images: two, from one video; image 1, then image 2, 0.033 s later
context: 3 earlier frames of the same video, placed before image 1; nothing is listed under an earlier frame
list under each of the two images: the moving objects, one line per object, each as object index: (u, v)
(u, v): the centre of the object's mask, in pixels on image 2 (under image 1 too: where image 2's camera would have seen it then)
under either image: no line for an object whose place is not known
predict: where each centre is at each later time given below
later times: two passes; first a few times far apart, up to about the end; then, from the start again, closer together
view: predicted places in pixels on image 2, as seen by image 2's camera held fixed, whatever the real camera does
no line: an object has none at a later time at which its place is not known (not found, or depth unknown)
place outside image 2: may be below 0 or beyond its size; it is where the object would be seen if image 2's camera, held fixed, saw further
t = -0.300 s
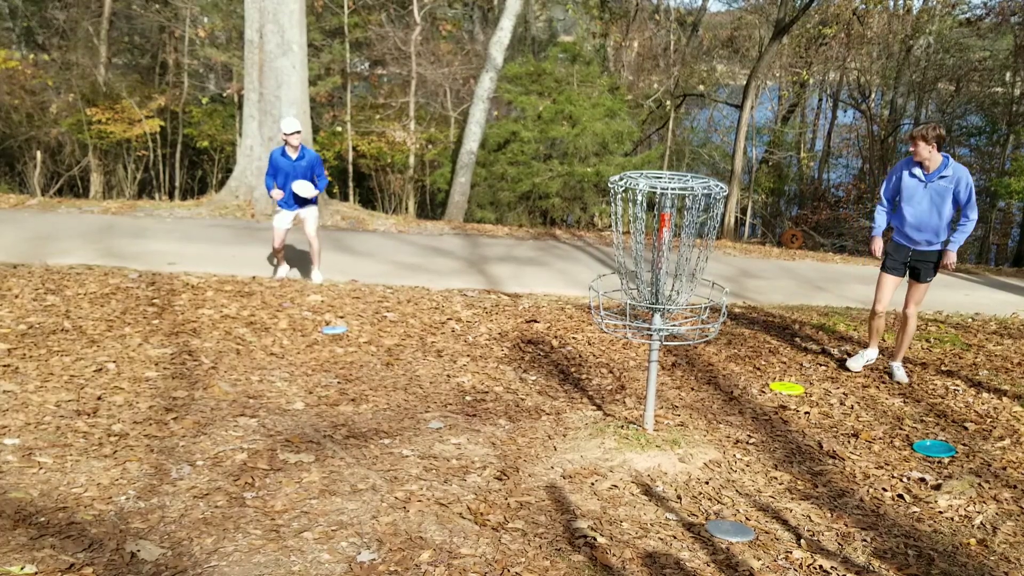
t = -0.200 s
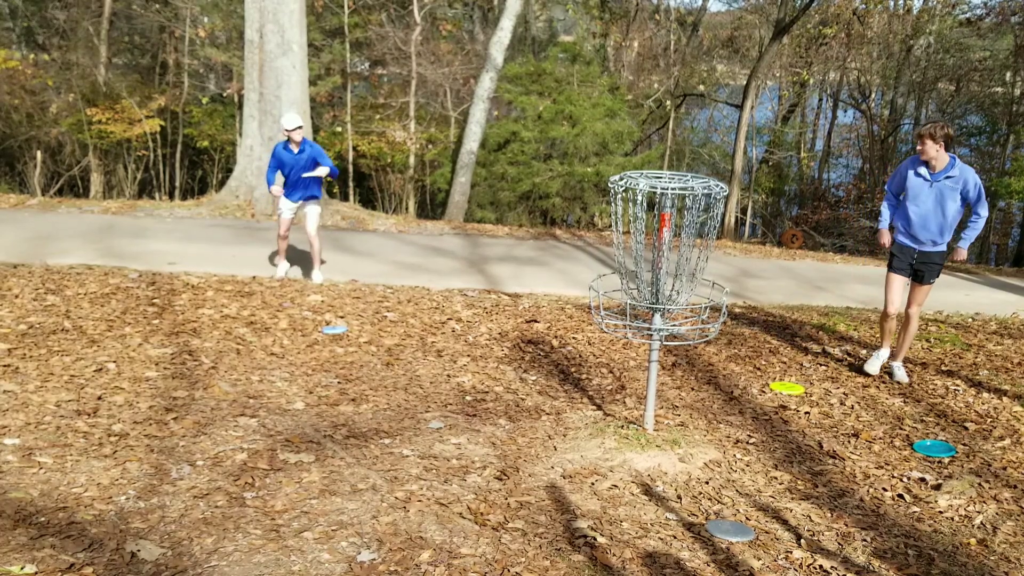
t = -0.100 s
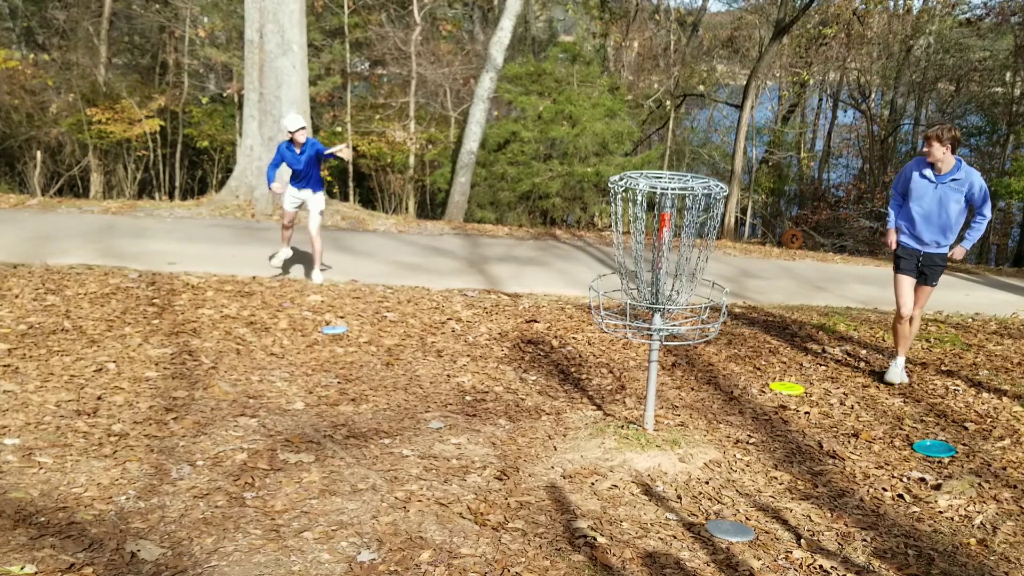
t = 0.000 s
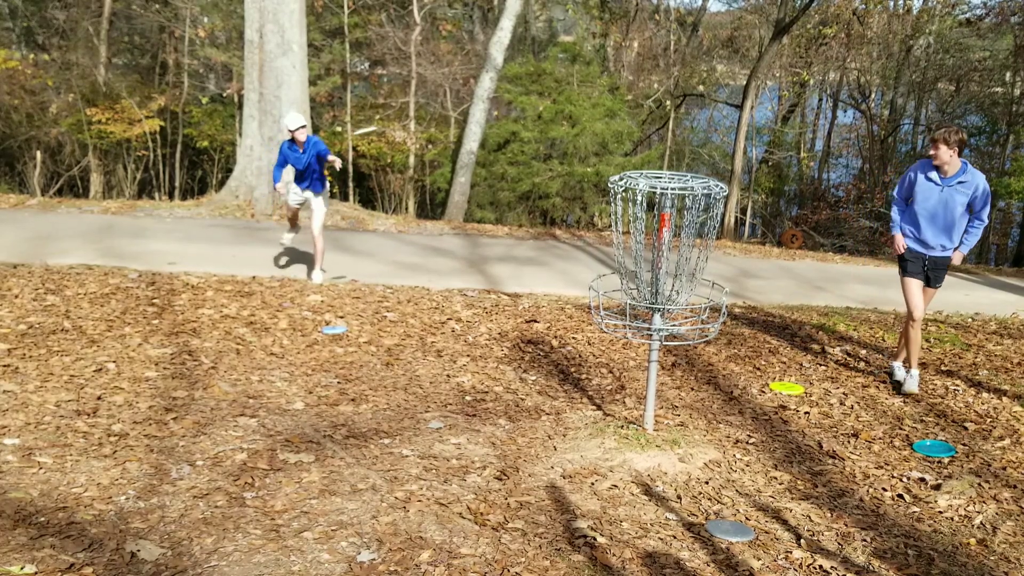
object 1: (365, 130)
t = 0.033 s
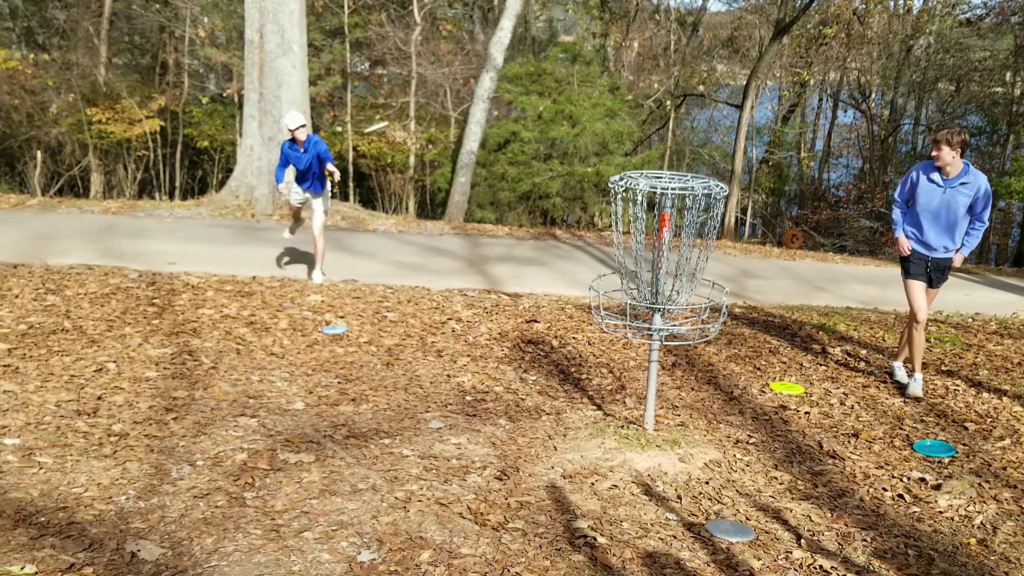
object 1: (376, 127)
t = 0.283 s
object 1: (473, 133)
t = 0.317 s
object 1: (489, 138)
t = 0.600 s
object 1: (610, 231)
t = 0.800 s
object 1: (647, 390)
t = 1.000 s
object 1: (674, 562)
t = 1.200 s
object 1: (704, 551)
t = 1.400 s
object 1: (698, 540)
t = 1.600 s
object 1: (690, 532)
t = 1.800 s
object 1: (700, 554)
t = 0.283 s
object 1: (473, 133)
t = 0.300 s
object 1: (481, 135)
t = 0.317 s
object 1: (489, 138)
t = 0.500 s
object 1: (579, 187)
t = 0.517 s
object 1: (587, 194)
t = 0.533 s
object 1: (595, 202)
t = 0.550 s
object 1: (600, 208)
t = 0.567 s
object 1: (604, 215)
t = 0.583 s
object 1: (608, 223)
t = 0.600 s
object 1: (610, 231)
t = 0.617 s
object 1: (614, 240)
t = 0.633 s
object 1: (617, 250)
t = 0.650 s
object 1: (620, 260)
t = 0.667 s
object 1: (624, 271)
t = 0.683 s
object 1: (627, 283)
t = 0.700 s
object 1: (629, 296)
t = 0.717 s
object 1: (632, 310)
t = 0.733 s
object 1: (635, 324)
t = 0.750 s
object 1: (638, 340)
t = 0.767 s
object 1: (641, 356)
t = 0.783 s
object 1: (644, 373)
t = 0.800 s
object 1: (647, 390)
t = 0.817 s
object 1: (649, 410)
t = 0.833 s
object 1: (651, 430)
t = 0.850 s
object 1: (654, 451)
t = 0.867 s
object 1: (656, 474)
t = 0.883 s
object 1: (658, 497)
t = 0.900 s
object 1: (660, 521)
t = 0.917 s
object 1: (661, 547)
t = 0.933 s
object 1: (663, 562)
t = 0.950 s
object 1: (666, 563)
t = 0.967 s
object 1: (669, 563)
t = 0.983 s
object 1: (671, 563)
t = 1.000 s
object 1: (674, 562)
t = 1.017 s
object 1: (678, 561)
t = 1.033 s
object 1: (682, 558)
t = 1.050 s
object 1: (686, 556)
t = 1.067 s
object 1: (689, 555)
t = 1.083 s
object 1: (691, 553)
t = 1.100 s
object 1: (694, 553)
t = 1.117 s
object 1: (696, 552)
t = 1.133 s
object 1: (698, 552)
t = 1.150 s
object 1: (700, 552)
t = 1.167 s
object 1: (701, 552)
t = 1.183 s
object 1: (702, 551)
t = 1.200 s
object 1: (704, 551)
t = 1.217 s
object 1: (704, 551)
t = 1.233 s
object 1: (705, 552)
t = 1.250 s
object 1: (706, 552)
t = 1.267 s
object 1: (706, 552)
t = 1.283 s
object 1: (707, 553)
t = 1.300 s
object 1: (707, 552)
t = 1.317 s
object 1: (707, 552)
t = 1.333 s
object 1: (705, 549)
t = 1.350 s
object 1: (702, 546)
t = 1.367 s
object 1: (702, 544)
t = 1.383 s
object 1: (700, 542)
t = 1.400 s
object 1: (698, 540)
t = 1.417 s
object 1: (696, 537)
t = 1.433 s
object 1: (695, 535)
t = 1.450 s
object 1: (693, 534)
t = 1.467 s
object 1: (692, 533)
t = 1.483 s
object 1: (692, 532)
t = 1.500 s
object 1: (691, 532)
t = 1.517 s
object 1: (690, 531)
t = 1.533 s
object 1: (690, 531)
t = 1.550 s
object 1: (690, 531)
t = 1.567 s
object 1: (690, 531)
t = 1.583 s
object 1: (690, 531)
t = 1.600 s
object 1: (690, 532)
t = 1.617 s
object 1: (690, 532)
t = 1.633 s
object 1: (691, 533)
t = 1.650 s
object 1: (691, 534)
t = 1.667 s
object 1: (693, 535)
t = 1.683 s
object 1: (693, 537)
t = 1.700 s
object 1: (694, 539)
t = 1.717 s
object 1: (696, 541)
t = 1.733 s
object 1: (696, 544)
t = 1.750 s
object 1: (697, 547)
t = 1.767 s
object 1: (698, 550)
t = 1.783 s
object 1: (699, 553)
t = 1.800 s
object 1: (700, 554)
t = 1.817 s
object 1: (700, 552)
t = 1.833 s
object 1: (700, 551)
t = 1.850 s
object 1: (700, 550)
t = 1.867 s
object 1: (700, 550)
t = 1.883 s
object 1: (700, 550)
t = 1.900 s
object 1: (699, 551)
